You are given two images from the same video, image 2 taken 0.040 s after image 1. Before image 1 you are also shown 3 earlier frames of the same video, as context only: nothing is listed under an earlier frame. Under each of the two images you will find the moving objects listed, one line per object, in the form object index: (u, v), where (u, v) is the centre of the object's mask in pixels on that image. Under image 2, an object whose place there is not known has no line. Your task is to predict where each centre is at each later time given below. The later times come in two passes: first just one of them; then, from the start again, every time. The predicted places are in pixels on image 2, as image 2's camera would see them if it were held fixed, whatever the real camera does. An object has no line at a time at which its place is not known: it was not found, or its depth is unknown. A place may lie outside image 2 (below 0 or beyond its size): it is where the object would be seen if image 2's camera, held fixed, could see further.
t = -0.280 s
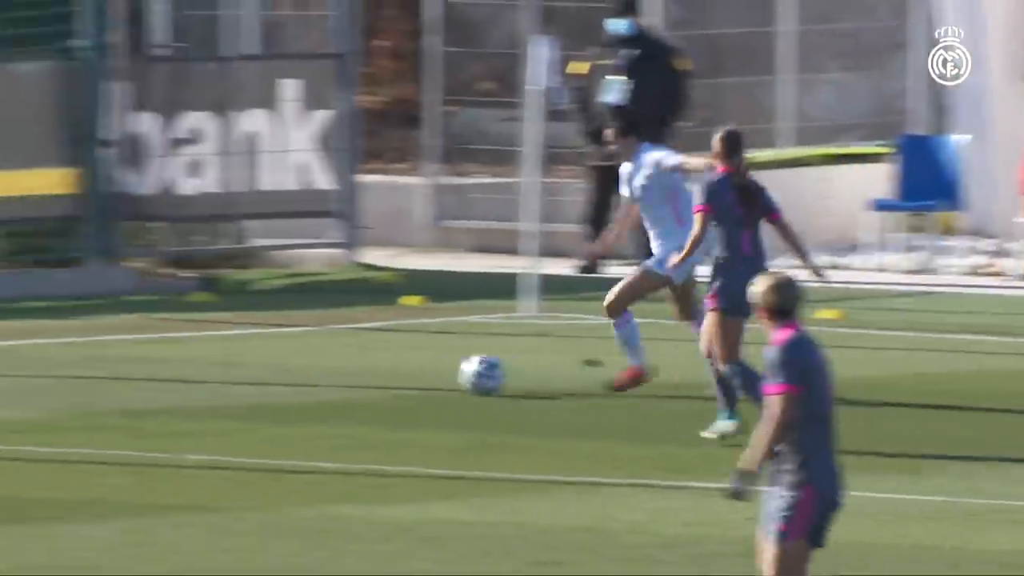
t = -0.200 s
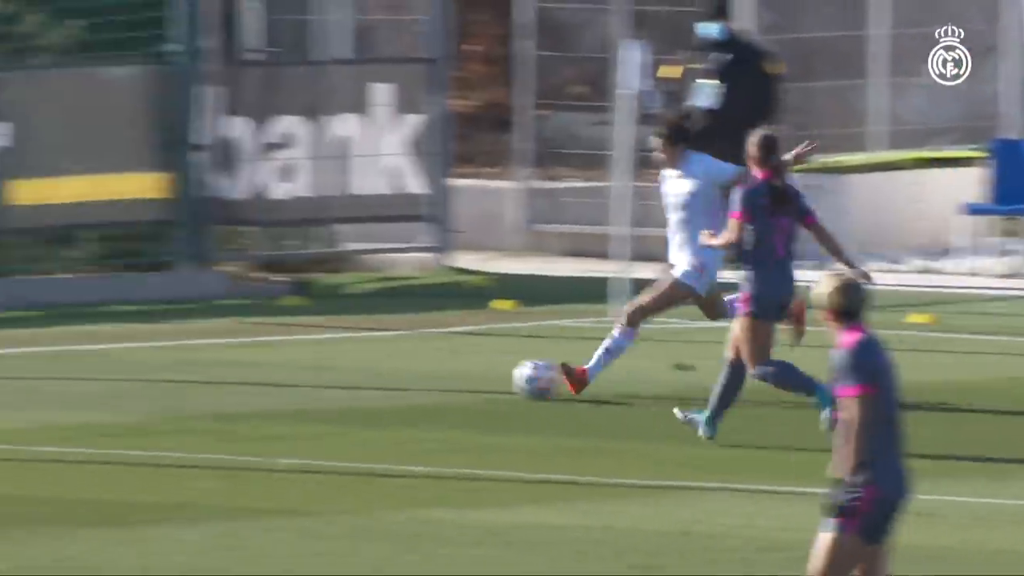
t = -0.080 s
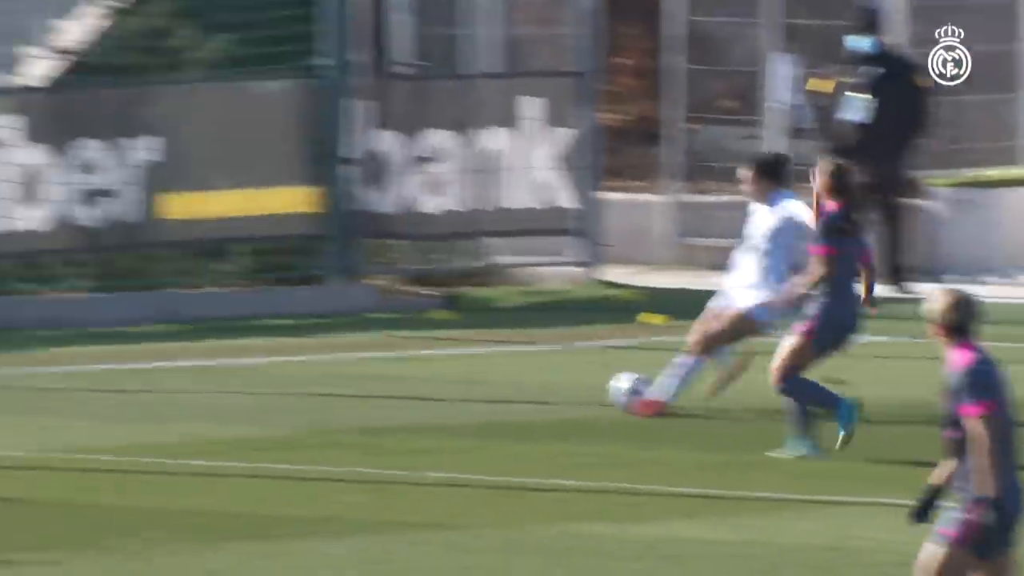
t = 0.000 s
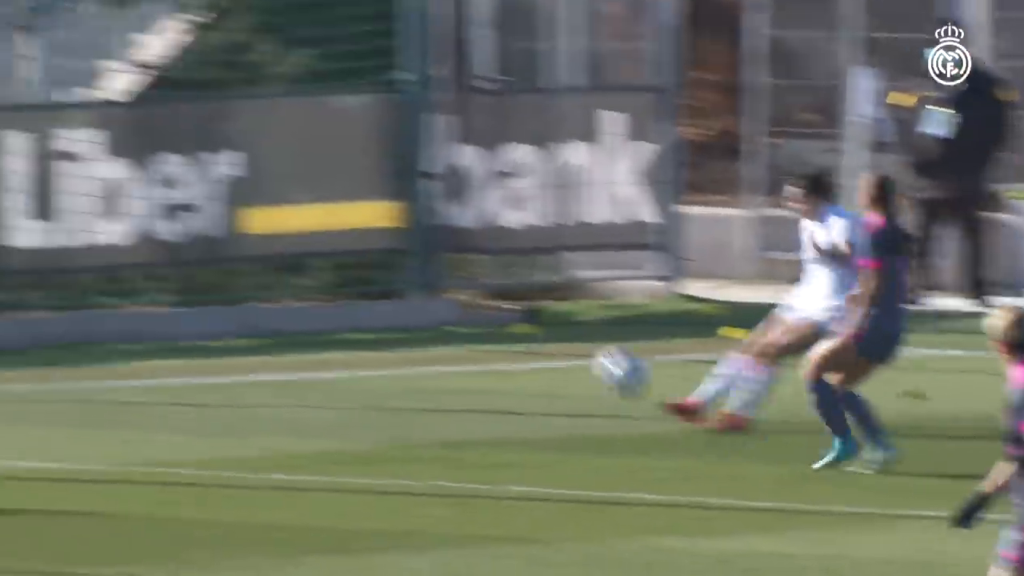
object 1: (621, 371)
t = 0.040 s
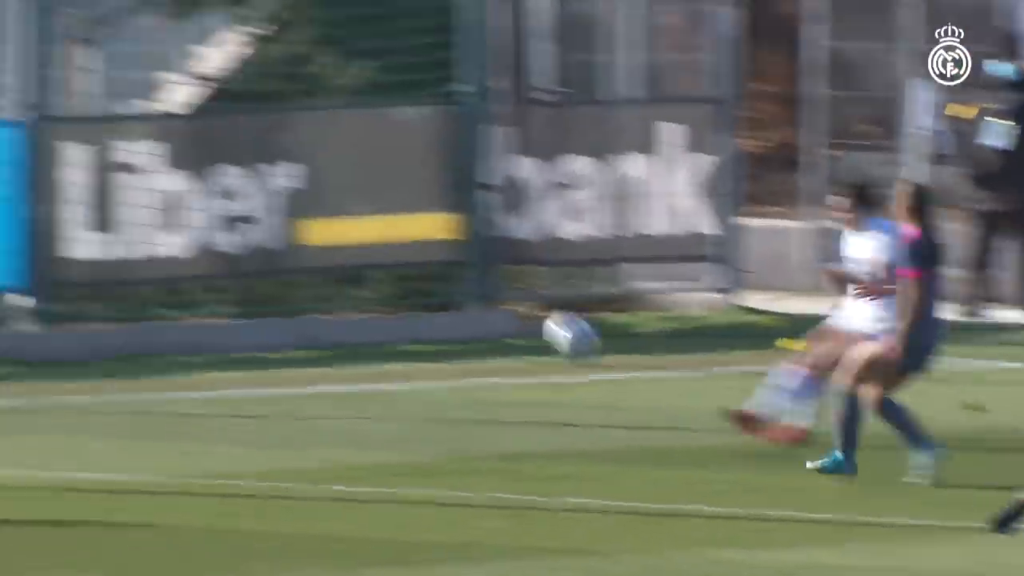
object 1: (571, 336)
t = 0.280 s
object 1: (-101, 51)
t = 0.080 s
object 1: (462, 289)
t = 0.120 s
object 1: (354, 243)
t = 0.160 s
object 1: (245, 196)
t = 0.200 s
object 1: (133, 149)
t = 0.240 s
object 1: (17, 101)
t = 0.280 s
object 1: (-101, 51)
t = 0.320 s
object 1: (-224, 0)
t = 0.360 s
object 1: (-290, -25)
